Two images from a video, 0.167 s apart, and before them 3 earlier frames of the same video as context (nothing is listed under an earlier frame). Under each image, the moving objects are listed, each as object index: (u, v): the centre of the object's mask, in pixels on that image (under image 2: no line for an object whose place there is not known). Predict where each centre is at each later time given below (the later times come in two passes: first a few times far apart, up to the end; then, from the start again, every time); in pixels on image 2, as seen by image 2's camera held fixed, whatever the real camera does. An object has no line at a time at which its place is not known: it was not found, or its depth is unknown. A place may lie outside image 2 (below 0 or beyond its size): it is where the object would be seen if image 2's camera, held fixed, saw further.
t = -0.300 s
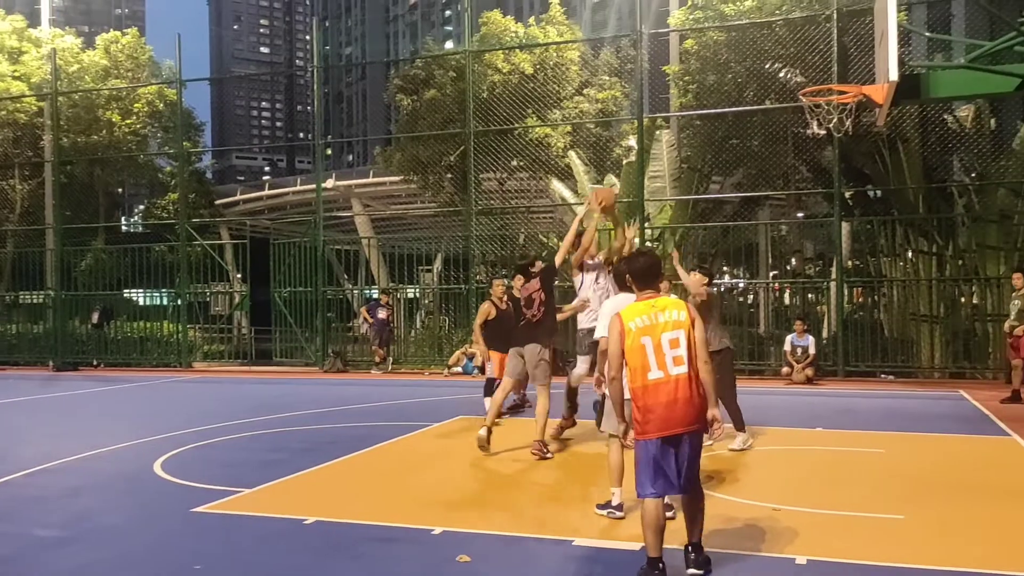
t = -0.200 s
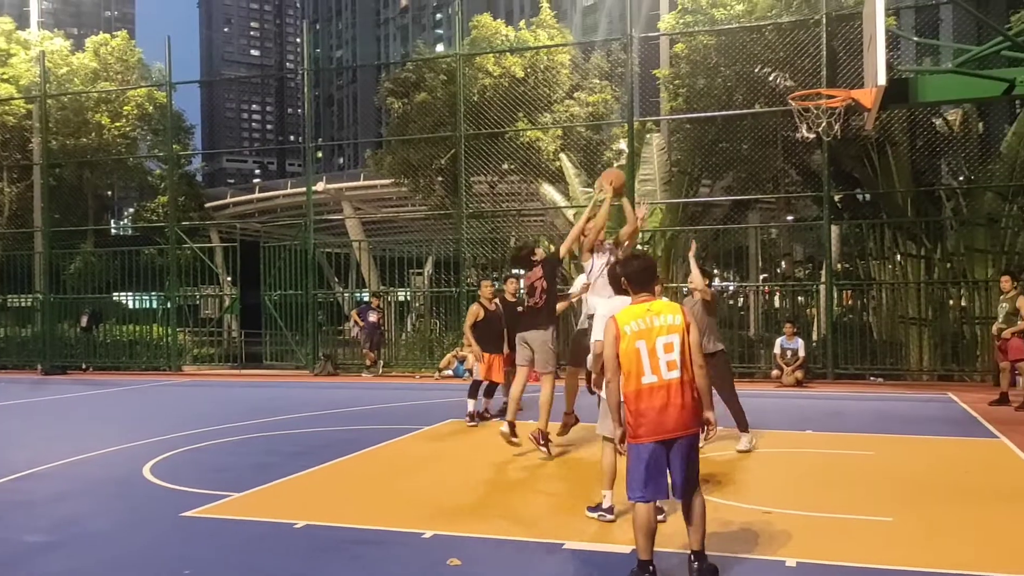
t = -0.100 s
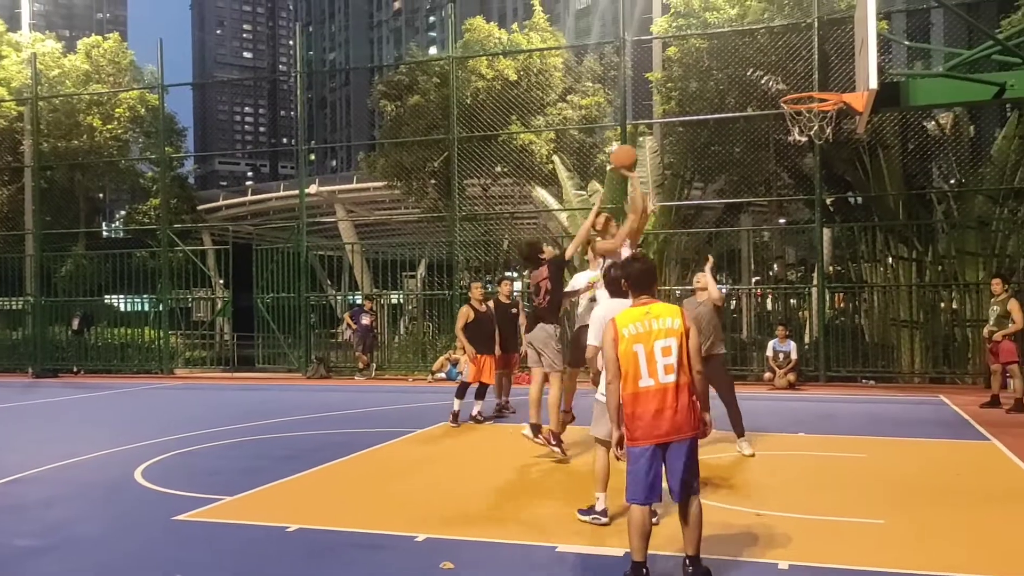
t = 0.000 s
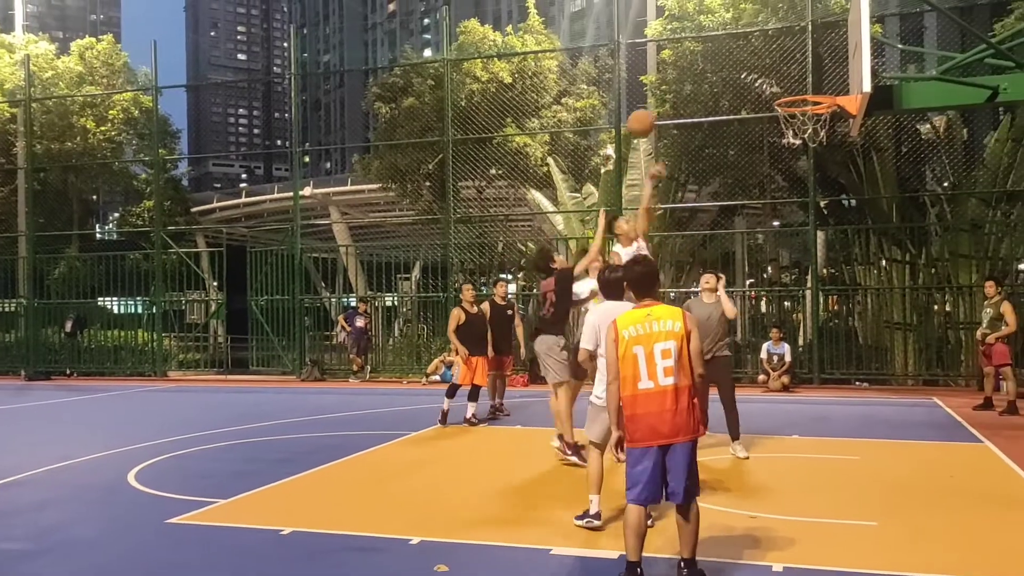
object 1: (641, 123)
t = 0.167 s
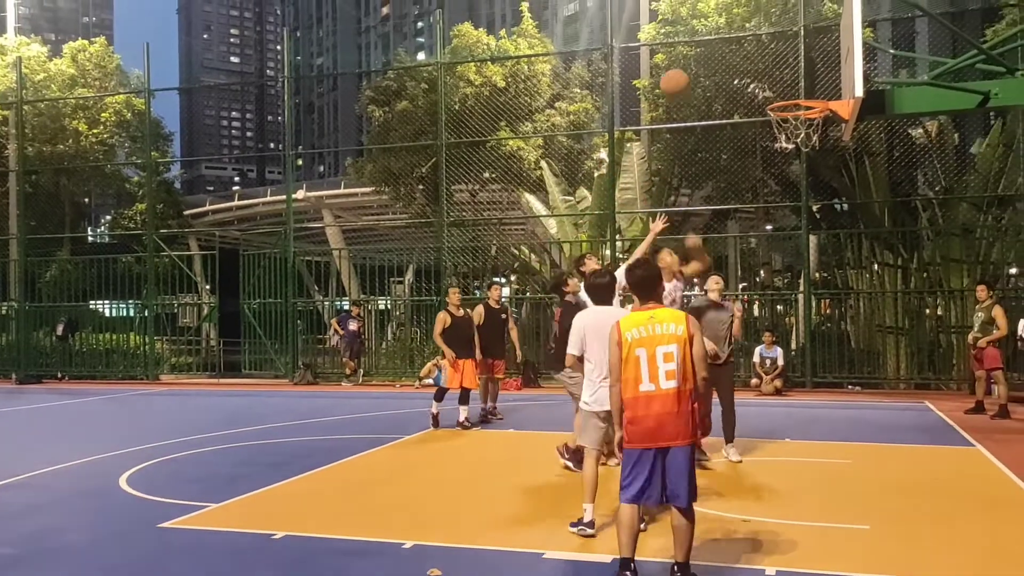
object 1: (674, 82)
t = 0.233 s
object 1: (691, 72)
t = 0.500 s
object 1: (764, 86)
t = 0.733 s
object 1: (806, 90)
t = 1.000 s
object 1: (790, 108)
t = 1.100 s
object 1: (781, 119)
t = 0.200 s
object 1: (682, 77)
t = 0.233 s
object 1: (691, 72)
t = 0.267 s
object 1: (699, 70)
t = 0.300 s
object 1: (708, 68)
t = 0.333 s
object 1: (717, 69)
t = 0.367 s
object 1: (726, 69)
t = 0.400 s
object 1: (735, 72)
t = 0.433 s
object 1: (745, 76)
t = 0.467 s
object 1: (754, 81)
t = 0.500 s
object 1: (764, 86)
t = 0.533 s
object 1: (771, 91)
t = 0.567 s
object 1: (777, 89)
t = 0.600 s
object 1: (782, 86)
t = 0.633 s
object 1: (788, 85)
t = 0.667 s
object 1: (794, 86)
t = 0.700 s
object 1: (800, 88)
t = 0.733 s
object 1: (806, 90)
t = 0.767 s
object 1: (810, 91)
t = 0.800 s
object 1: (809, 92)
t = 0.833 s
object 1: (808, 93)
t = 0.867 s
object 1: (805, 96)
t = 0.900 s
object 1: (804, 104)
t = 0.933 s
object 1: (800, 104)
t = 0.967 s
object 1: (795, 104)
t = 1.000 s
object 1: (790, 108)
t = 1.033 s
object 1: (787, 110)
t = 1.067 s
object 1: (782, 117)
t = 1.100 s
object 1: (781, 119)
